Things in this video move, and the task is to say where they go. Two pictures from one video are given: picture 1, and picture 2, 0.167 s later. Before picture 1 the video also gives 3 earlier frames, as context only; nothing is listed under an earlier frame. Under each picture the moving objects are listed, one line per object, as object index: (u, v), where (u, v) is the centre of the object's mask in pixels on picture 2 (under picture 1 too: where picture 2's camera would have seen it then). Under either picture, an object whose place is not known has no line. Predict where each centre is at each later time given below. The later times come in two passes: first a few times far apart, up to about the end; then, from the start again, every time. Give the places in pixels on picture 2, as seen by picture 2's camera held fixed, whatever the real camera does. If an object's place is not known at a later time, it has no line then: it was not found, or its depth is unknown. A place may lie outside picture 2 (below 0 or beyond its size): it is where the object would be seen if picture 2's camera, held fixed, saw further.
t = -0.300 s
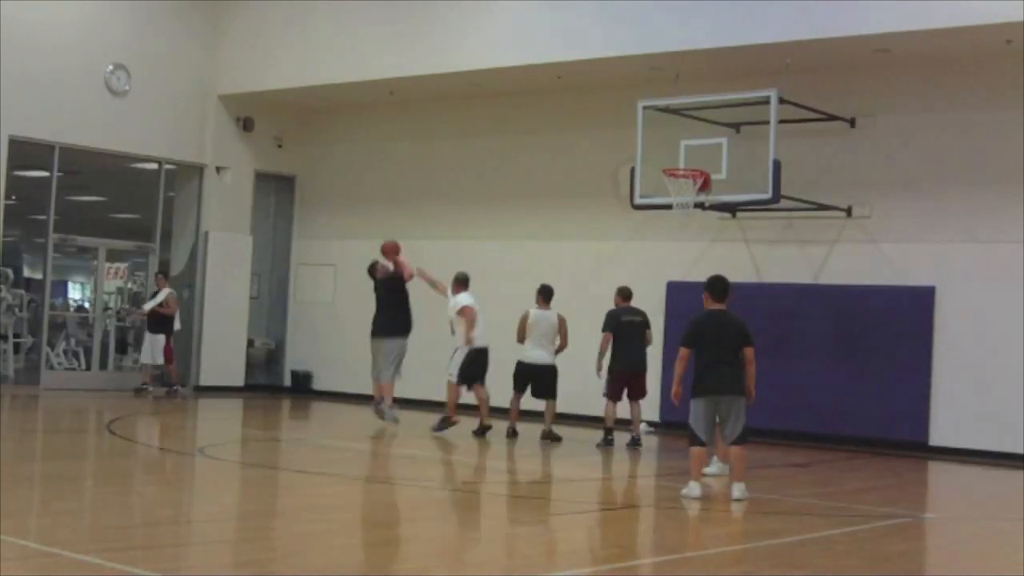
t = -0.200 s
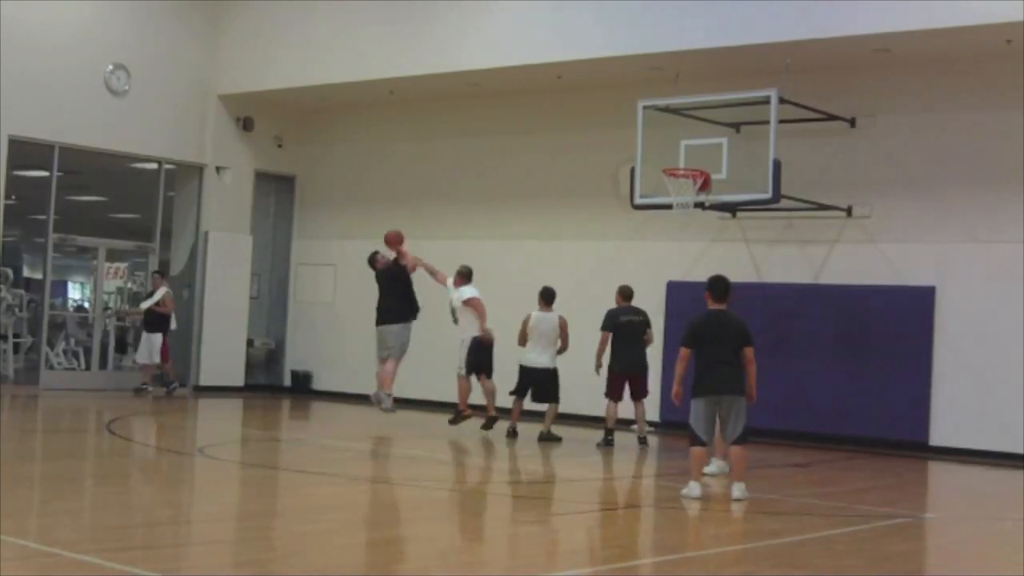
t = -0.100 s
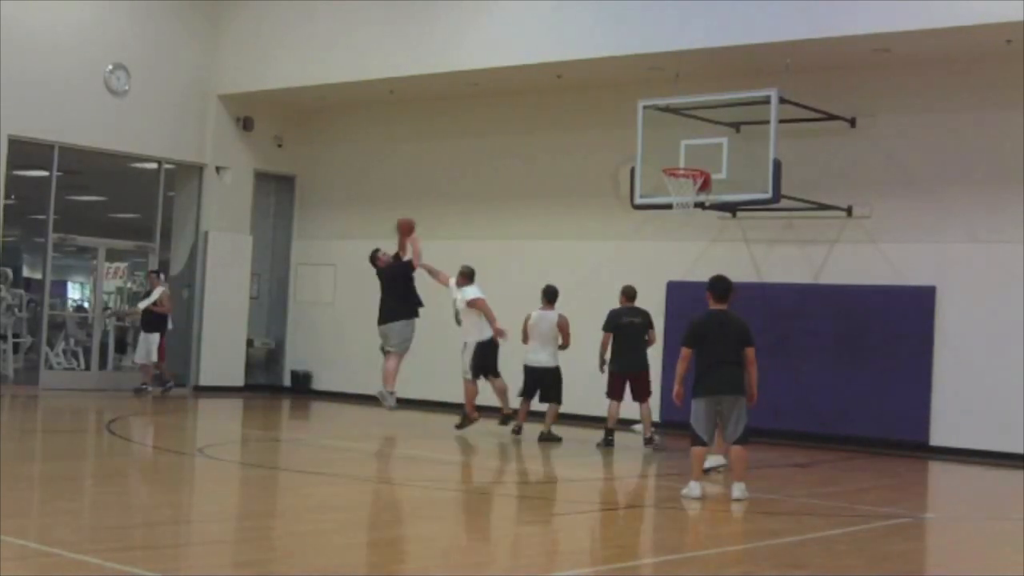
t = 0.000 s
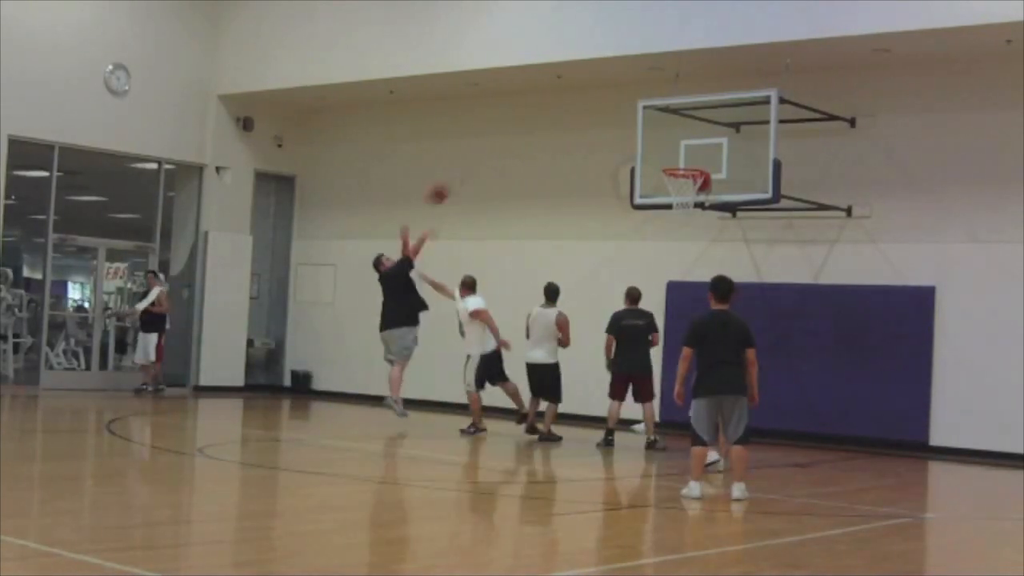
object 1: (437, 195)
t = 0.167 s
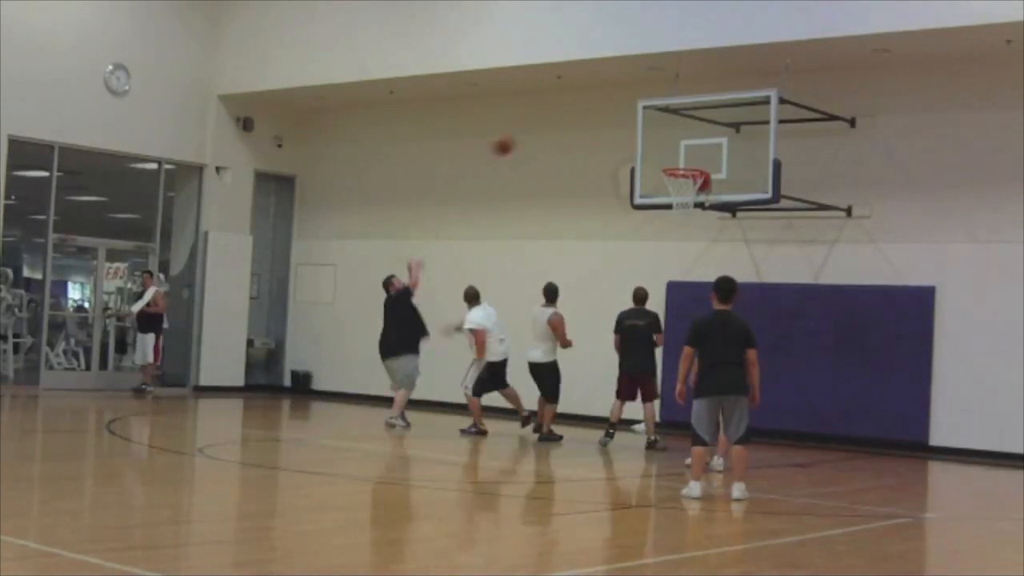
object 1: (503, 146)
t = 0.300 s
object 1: (554, 125)
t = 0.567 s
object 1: (655, 125)
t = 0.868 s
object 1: (682, 177)
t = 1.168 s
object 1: (681, 194)
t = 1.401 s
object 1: (689, 227)
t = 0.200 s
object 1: (516, 139)
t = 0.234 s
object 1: (529, 133)
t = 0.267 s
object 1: (541, 129)
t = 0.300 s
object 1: (554, 125)
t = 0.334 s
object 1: (567, 121)
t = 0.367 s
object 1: (579, 120)
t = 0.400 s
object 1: (592, 118)
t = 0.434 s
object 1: (605, 117)
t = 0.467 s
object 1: (617, 118)
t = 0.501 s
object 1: (629, 119)
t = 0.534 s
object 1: (642, 122)
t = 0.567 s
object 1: (655, 125)
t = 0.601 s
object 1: (668, 129)
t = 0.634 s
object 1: (673, 133)
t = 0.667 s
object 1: (676, 138)
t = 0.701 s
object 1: (678, 142)
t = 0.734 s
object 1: (681, 149)
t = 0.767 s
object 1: (683, 157)
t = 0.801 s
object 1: (686, 165)
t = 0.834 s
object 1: (685, 172)
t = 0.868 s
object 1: (682, 177)
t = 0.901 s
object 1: (677, 183)
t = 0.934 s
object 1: (673, 190)
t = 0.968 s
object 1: (674, 193)
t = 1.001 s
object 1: (674, 193)
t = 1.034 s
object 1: (675, 192)
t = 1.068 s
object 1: (675, 191)
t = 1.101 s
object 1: (678, 193)
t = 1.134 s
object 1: (680, 193)
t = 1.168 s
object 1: (681, 194)
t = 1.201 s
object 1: (683, 196)
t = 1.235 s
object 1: (685, 198)
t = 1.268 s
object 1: (685, 203)
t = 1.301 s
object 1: (686, 208)
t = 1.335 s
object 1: (687, 212)
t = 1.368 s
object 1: (688, 220)
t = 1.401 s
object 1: (689, 227)
